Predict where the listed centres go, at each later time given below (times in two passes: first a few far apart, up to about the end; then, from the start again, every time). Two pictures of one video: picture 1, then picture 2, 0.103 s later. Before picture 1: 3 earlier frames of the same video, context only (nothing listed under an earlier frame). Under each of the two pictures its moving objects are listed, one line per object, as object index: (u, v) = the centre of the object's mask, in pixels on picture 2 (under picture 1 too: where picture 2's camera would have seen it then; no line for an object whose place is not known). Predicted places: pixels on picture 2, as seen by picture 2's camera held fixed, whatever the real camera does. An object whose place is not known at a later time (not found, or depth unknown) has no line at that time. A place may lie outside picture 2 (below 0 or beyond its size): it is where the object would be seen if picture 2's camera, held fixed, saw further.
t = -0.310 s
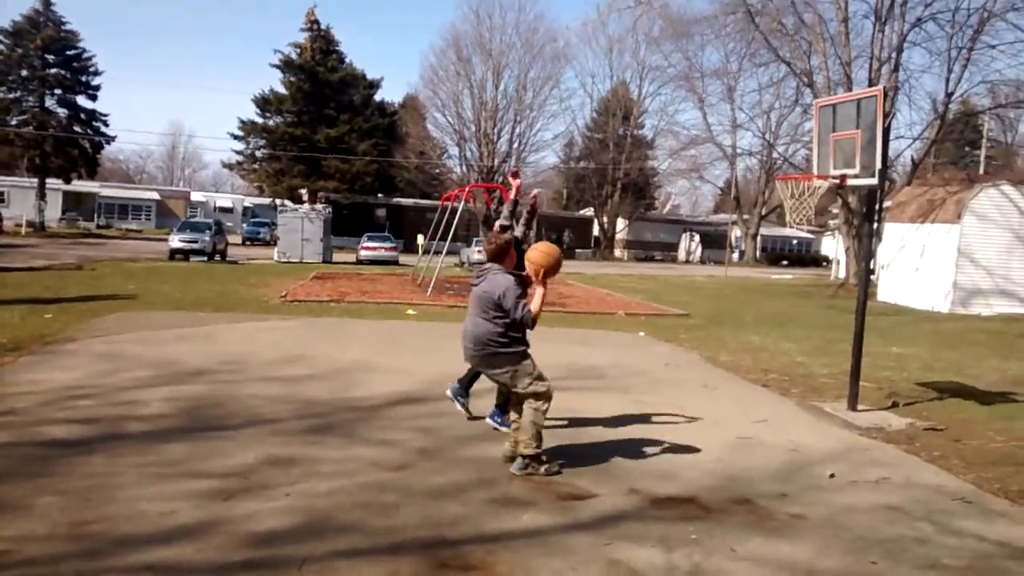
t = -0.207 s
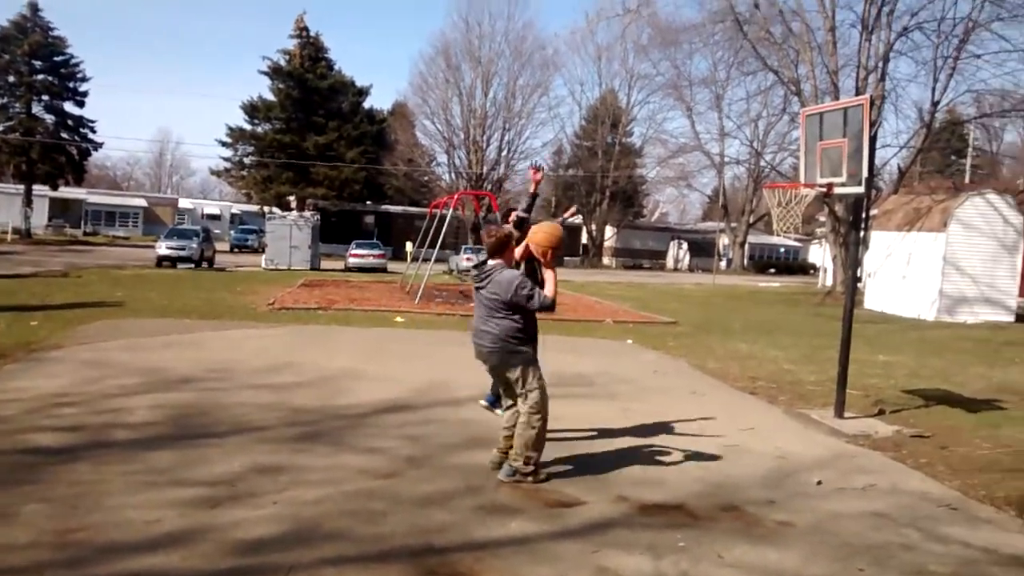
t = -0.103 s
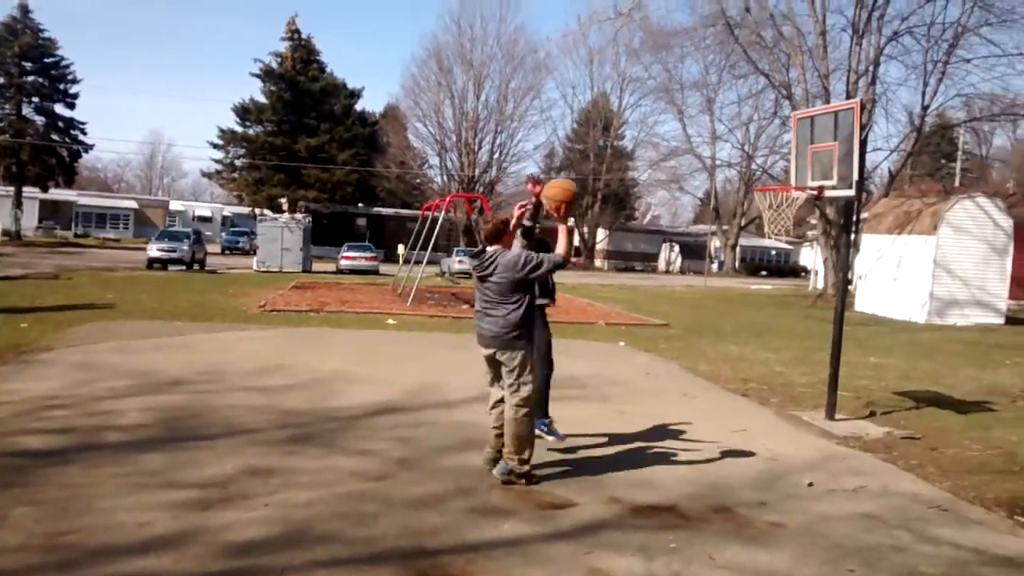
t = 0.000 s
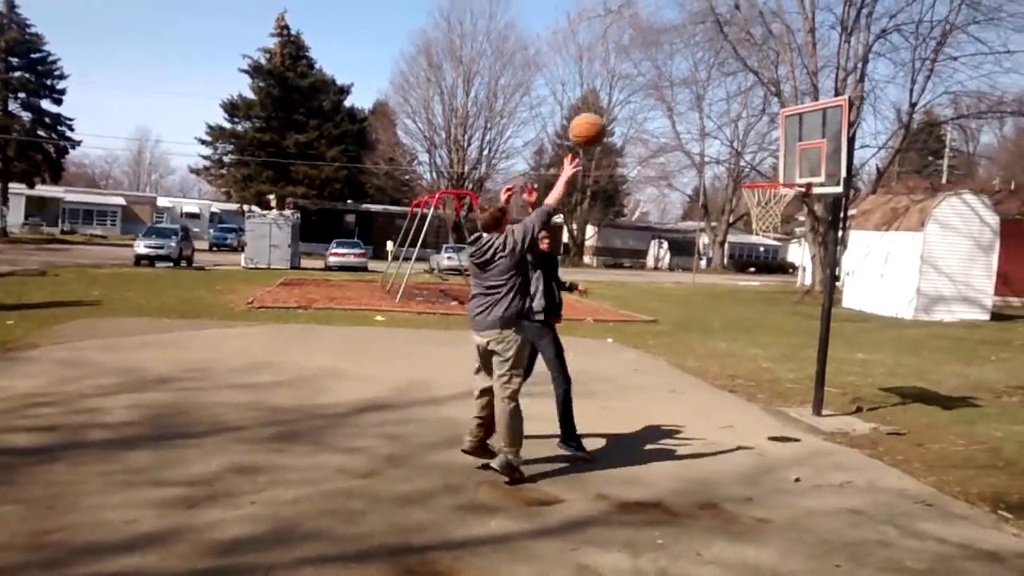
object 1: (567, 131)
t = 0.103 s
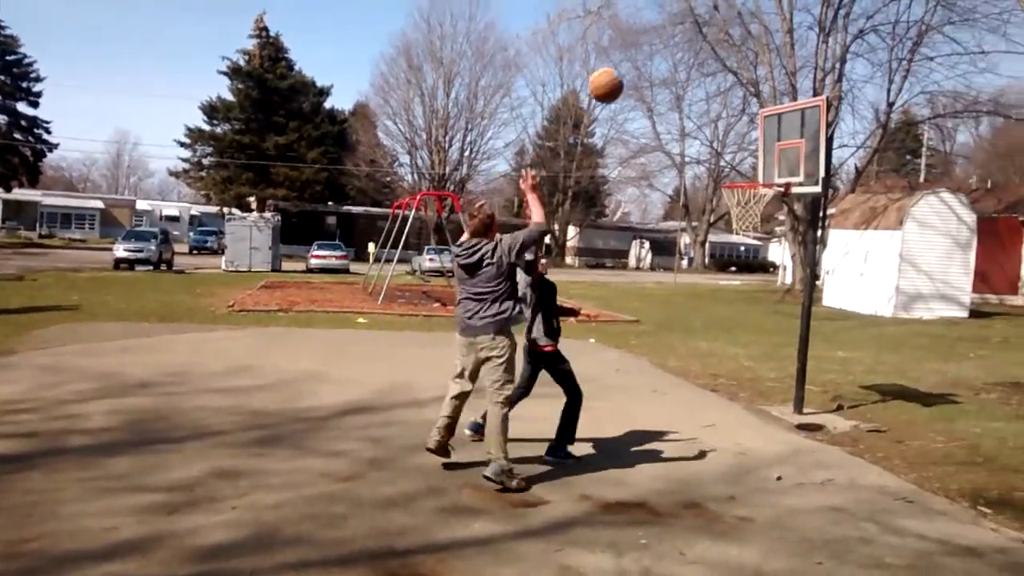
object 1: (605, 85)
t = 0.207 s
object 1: (642, 54)
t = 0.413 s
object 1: (694, 40)
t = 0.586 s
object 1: (733, 65)
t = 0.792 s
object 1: (768, 132)
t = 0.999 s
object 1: (720, 170)
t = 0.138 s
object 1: (618, 73)
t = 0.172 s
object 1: (631, 63)
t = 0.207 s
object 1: (642, 54)
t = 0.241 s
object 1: (650, 50)
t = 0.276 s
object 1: (658, 46)
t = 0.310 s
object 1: (668, 42)
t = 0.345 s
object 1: (677, 41)
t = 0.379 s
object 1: (687, 40)
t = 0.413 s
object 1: (694, 40)
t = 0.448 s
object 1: (702, 43)
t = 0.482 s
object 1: (710, 47)
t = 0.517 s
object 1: (719, 50)
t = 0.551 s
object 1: (726, 56)
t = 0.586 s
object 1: (733, 65)
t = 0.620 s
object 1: (738, 74)
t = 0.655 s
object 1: (745, 83)
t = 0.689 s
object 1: (751, 94)
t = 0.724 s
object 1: (756, 106)
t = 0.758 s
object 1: (762, 118)
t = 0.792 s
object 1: (768, 132)
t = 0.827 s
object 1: (772, 159)
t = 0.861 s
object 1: (763, 170)
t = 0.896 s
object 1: (754, 171)
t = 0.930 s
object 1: (742, 171)
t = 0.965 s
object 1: (731, 170)
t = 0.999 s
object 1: (720, 170)
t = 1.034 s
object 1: (708, 173)
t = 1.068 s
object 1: (698, 175)
